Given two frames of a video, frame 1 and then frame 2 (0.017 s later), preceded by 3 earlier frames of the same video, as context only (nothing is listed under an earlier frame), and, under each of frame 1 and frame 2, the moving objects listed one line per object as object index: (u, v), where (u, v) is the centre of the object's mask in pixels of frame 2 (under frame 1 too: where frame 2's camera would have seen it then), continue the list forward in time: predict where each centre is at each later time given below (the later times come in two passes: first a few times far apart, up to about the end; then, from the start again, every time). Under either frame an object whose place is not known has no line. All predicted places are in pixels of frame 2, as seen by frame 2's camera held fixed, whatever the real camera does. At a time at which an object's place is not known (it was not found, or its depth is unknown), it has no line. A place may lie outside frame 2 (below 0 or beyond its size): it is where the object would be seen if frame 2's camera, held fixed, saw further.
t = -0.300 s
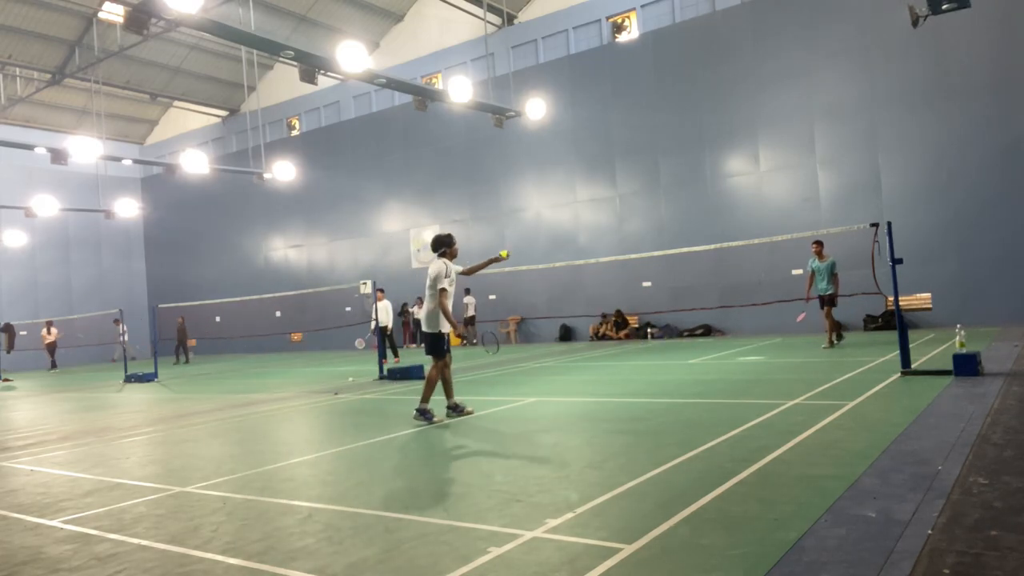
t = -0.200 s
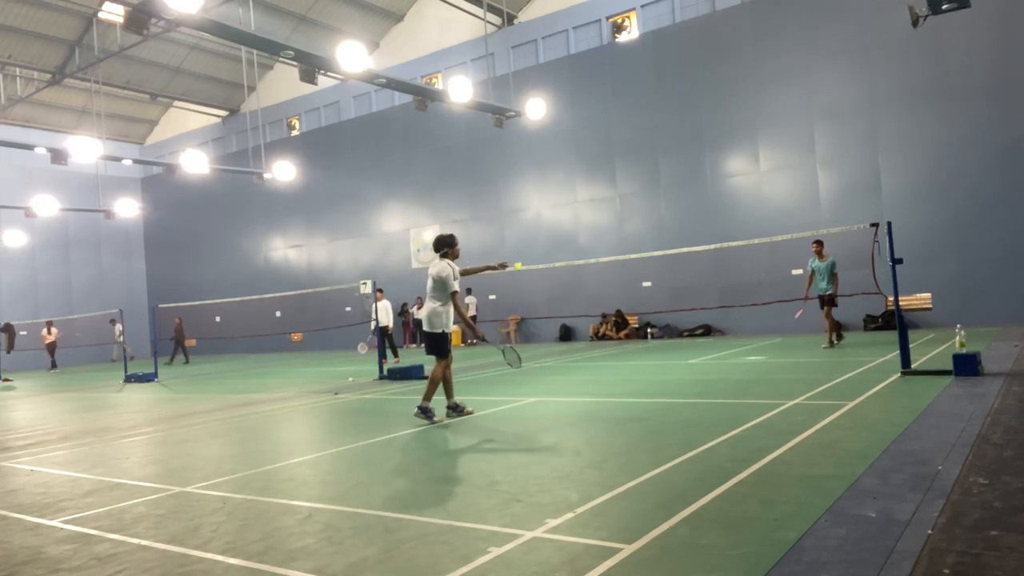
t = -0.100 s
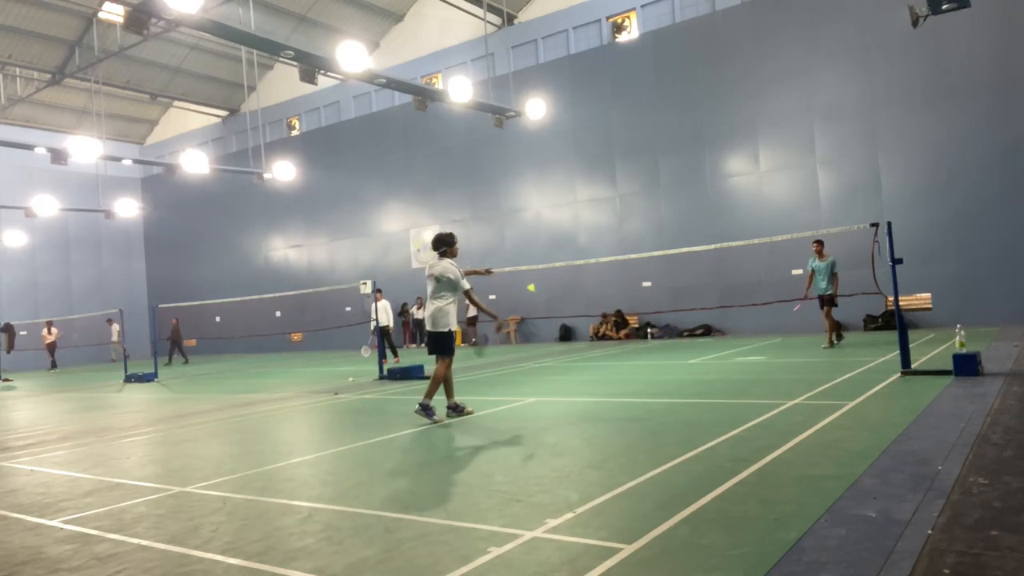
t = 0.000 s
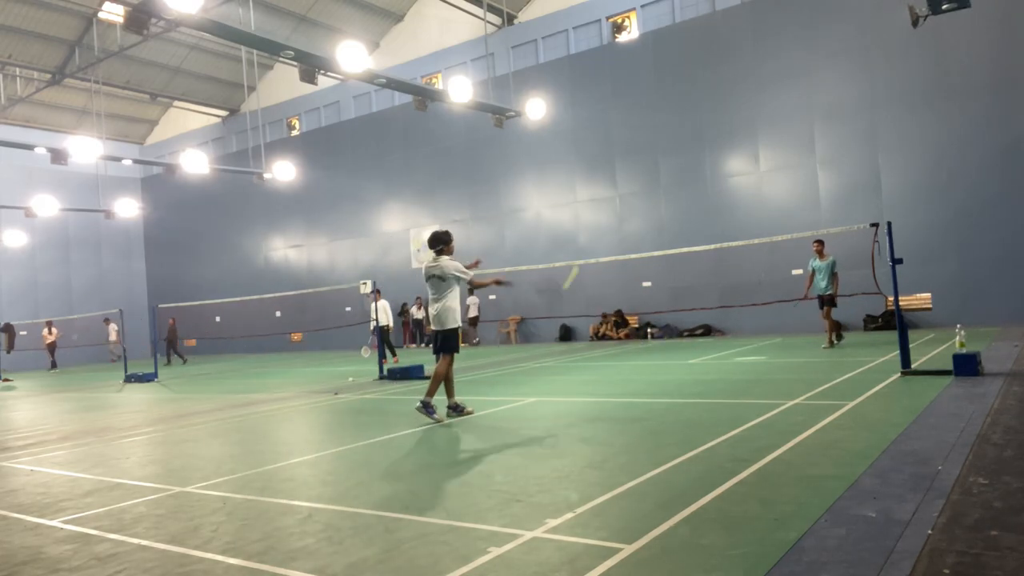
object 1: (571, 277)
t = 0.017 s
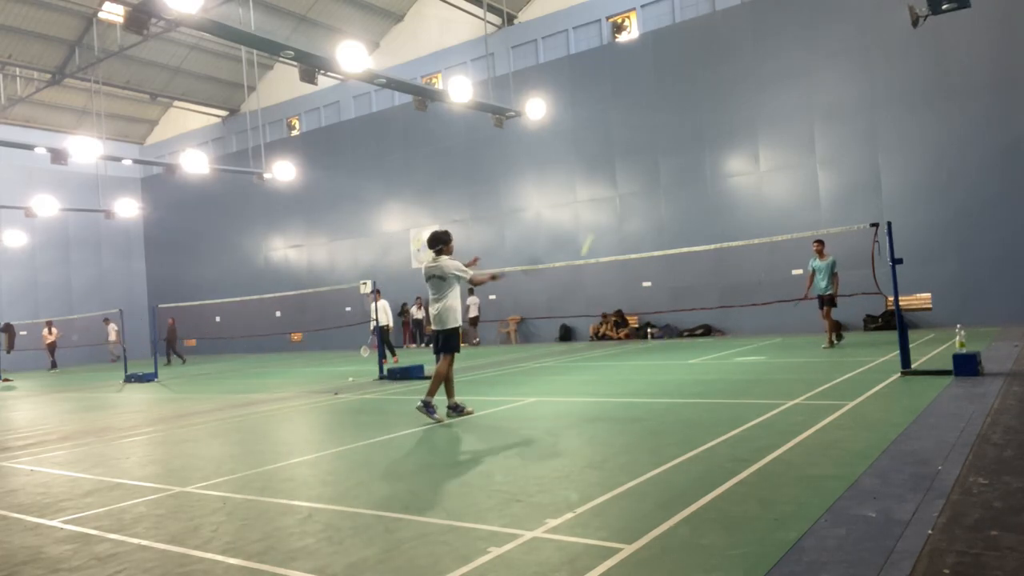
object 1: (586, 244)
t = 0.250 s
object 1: (694, 87)
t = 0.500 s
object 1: (735, 60)
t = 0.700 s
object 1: (758, 70)
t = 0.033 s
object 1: (602, 218)
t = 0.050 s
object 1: (615, 199)
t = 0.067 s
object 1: (626, 182)
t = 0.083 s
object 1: (636, 167)
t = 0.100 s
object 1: (645, 153)
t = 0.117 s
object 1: (653, 142)
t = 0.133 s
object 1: (659, 133)
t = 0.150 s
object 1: (666, 123)
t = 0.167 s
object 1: (671, 116)
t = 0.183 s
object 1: (677, 109)
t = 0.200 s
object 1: (682, 102)
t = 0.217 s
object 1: (686, 97)
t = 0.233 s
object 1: (690, 92)
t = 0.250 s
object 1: (694, 87)
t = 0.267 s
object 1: (698, 83)
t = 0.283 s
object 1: (701, 80)
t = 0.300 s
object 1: (705, 77)
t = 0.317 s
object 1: (708, 73)
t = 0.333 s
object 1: (711, 71)
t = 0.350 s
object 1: (714, 69)
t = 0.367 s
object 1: (717, 67)
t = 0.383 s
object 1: (719, 66)
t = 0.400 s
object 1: (722, 64)
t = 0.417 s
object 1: (724, 63)
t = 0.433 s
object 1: (727, 62)
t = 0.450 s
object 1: (729, 61)
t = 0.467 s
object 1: (731, 61)
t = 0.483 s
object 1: (733, 60)
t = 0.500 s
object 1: (735, 60)
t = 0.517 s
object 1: (738, 60)
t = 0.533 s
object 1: (739, 60)
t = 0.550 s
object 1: (742, 60)
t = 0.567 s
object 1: (744, 61)
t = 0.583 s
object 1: (745, 62)
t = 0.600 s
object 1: (747, 62)
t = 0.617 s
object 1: (749, 64)
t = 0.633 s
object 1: (751, 64)
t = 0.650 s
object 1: (752, 66)
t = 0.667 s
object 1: (754, 67)
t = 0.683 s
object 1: (756, 68)
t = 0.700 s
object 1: (758, 70)
